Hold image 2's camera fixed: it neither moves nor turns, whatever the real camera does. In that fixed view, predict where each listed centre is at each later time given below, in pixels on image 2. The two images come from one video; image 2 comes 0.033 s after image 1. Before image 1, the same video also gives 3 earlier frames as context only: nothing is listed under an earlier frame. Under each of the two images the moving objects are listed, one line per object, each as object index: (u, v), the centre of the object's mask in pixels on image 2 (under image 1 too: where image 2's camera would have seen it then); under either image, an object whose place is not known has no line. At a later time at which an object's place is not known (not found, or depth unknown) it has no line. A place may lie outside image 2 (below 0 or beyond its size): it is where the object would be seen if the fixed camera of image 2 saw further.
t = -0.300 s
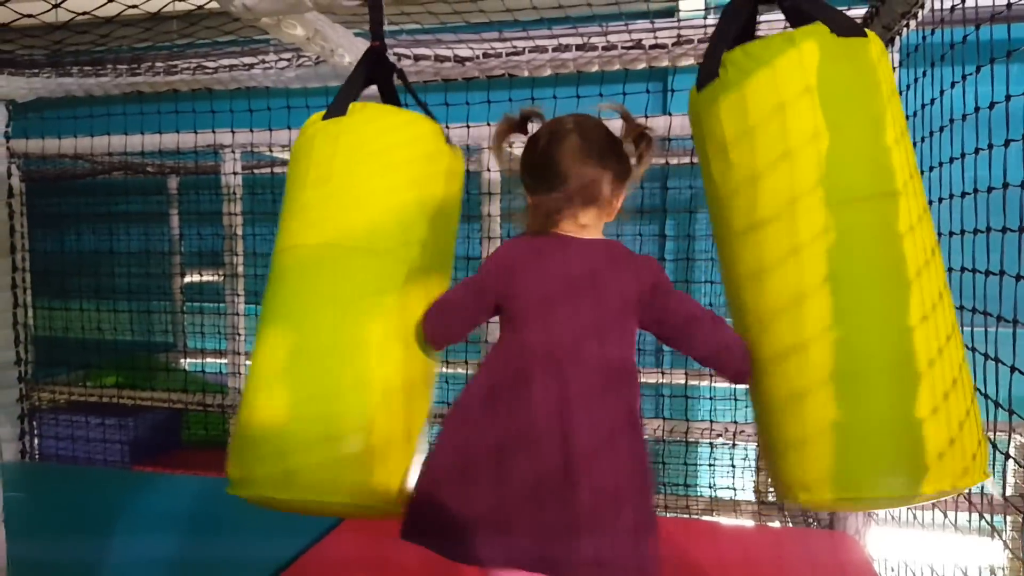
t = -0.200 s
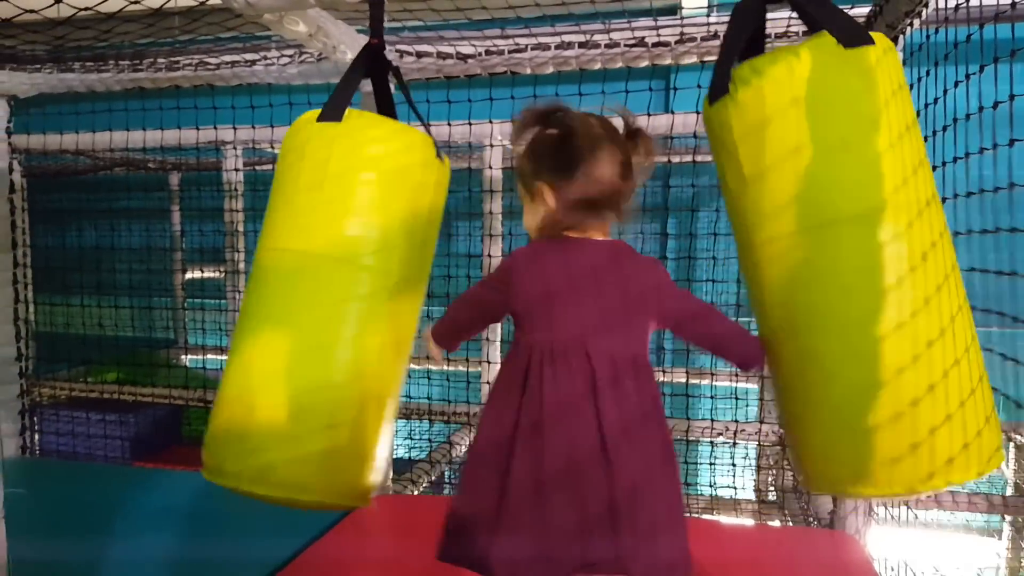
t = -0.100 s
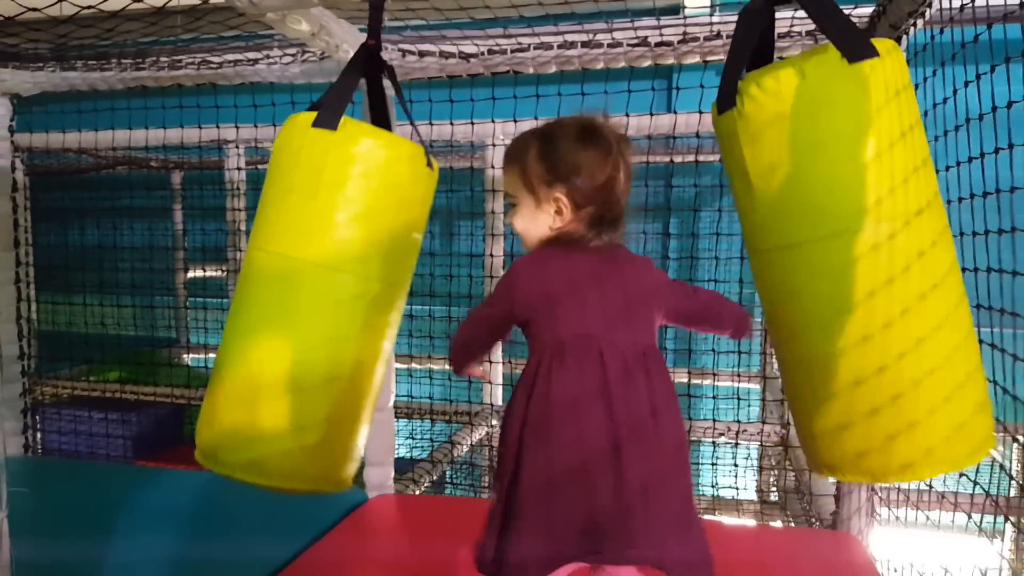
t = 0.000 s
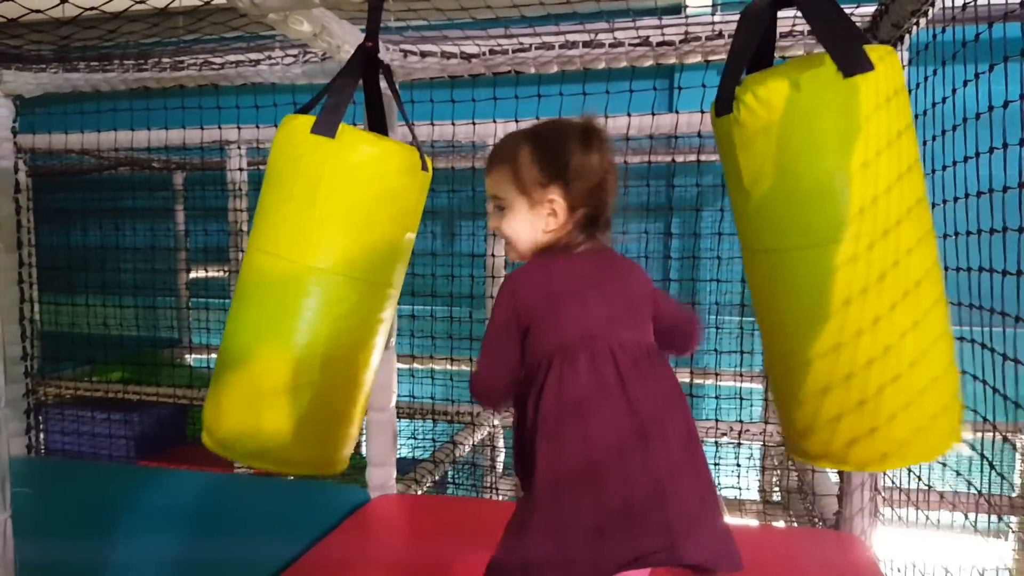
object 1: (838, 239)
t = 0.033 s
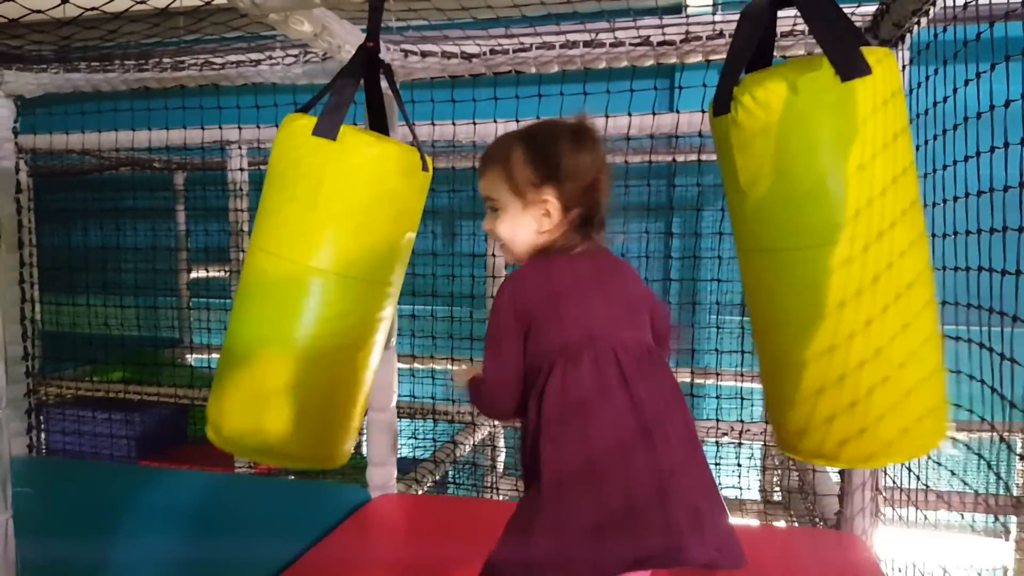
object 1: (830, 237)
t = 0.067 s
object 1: (823, 235)
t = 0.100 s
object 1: (814, 235)
